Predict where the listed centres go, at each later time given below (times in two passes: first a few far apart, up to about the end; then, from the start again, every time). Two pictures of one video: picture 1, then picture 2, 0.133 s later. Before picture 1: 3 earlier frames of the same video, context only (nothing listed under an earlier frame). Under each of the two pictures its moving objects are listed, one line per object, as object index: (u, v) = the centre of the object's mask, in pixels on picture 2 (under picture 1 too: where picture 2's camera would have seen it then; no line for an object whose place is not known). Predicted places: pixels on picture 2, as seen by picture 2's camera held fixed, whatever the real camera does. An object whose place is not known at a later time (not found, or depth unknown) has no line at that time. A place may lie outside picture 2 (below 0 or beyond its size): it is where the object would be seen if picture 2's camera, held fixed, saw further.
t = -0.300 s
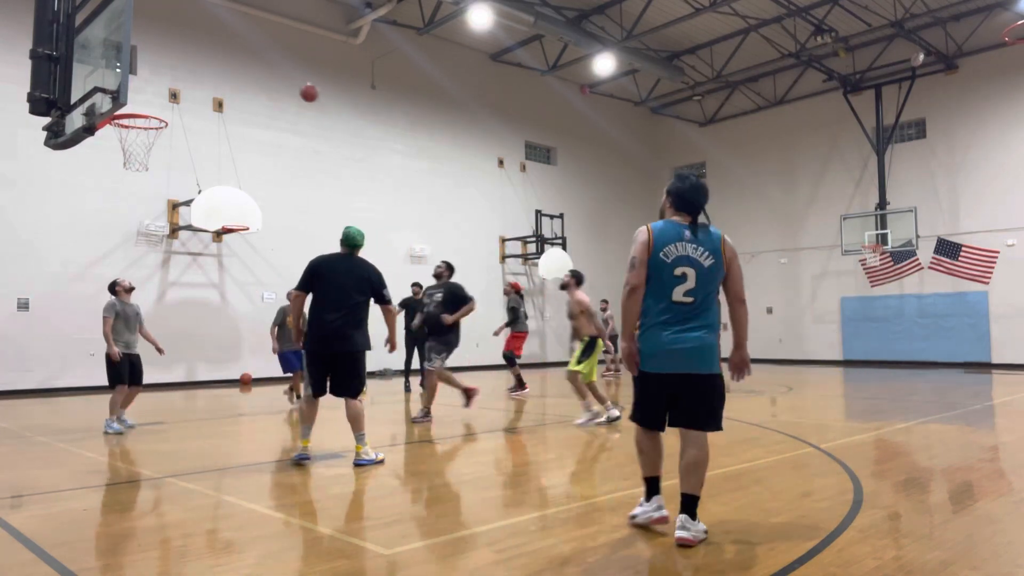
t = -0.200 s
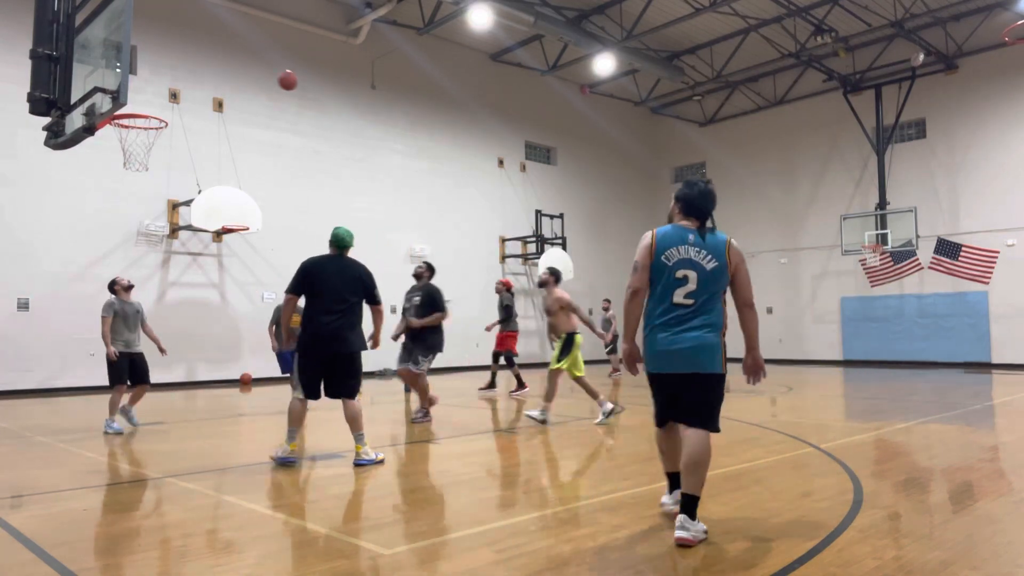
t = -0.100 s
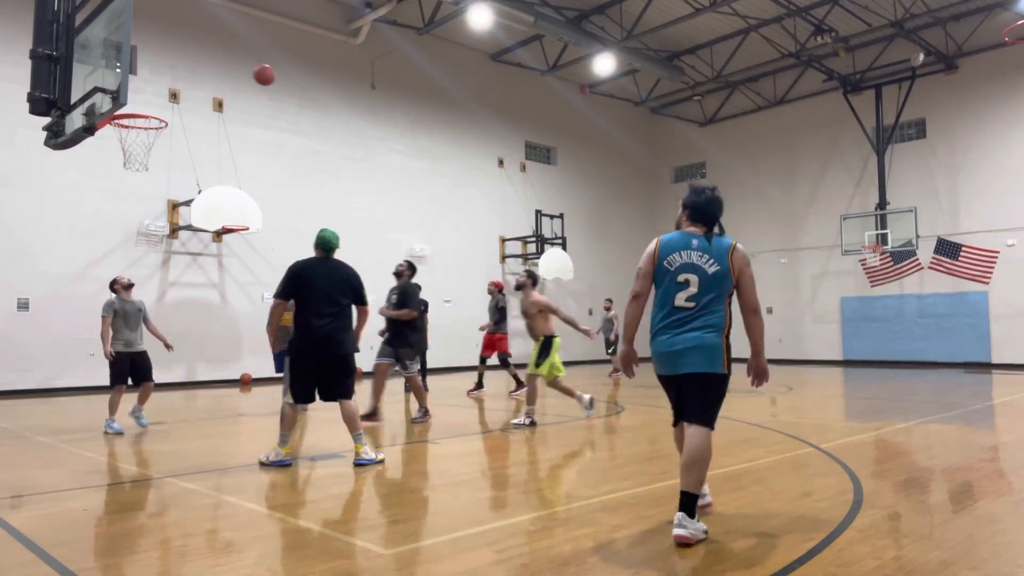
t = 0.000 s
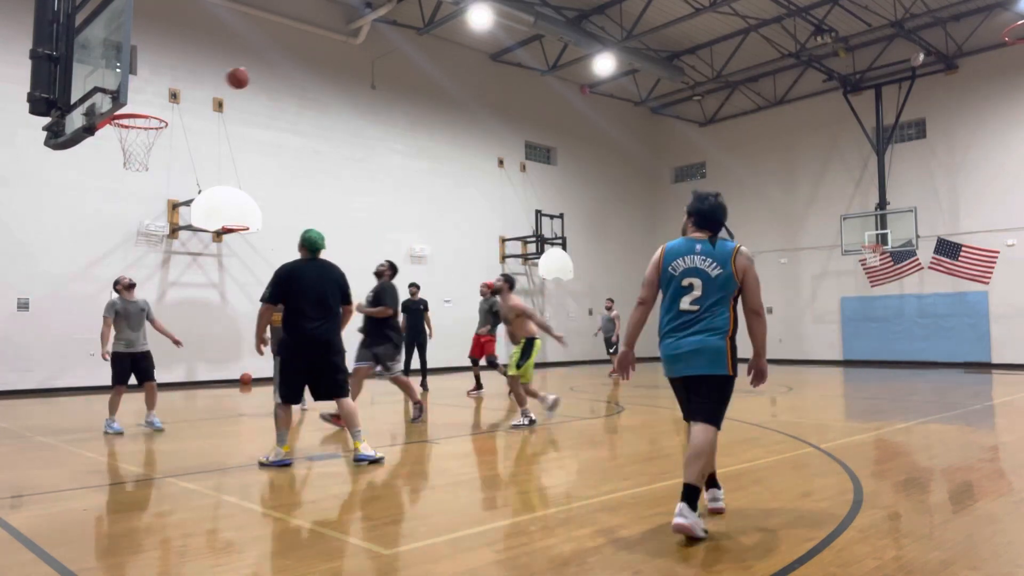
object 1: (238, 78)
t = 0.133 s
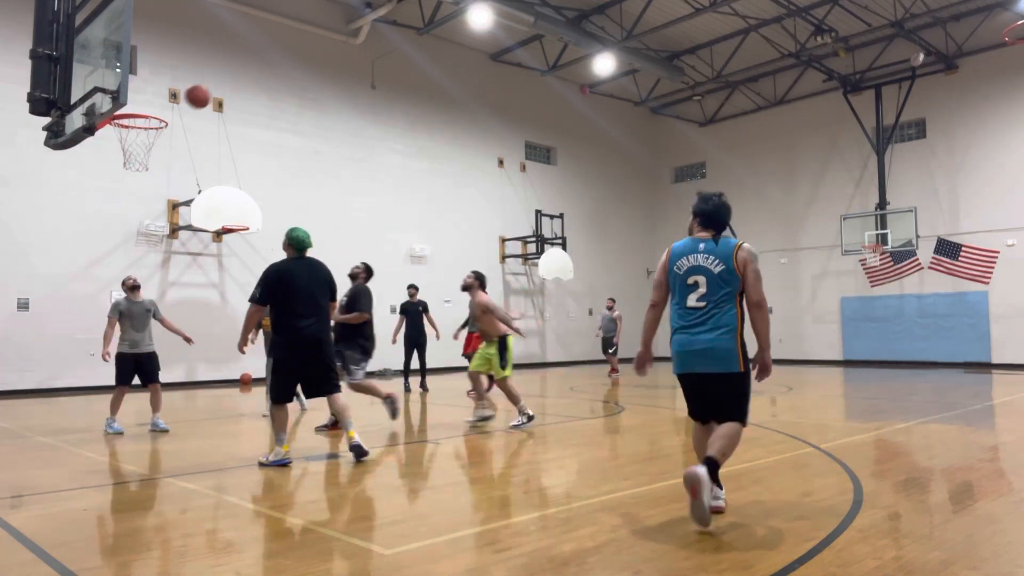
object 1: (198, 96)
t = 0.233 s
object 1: (171, 113)
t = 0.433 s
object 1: (179, 82)
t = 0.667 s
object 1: (189, 99)
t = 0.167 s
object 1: (187, 104)
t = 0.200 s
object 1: (175, 113)
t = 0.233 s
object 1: (171, 113)
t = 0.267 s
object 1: (172, 105)
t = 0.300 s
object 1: (174, 98)
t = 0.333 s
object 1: (175, 92)
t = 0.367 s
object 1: (176, 88)
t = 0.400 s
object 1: (178, 84)
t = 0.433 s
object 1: (179, 82)
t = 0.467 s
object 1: (180, 81)
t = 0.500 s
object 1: (182, 81)
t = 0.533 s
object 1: (183, 82)
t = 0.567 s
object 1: (184, 84)
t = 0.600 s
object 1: (186, 88)
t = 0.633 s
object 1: (187, 92)
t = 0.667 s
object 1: (189, 99)
